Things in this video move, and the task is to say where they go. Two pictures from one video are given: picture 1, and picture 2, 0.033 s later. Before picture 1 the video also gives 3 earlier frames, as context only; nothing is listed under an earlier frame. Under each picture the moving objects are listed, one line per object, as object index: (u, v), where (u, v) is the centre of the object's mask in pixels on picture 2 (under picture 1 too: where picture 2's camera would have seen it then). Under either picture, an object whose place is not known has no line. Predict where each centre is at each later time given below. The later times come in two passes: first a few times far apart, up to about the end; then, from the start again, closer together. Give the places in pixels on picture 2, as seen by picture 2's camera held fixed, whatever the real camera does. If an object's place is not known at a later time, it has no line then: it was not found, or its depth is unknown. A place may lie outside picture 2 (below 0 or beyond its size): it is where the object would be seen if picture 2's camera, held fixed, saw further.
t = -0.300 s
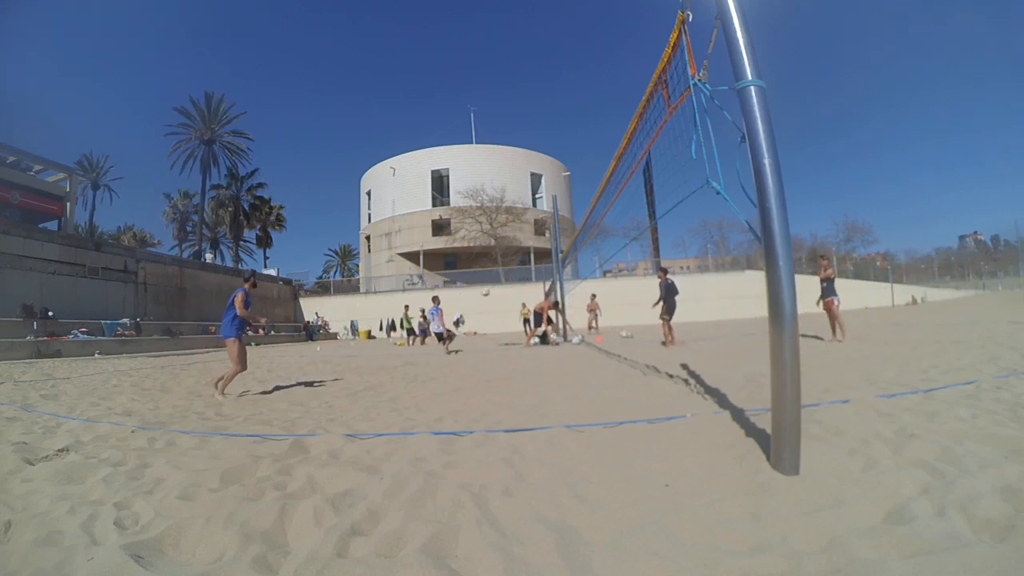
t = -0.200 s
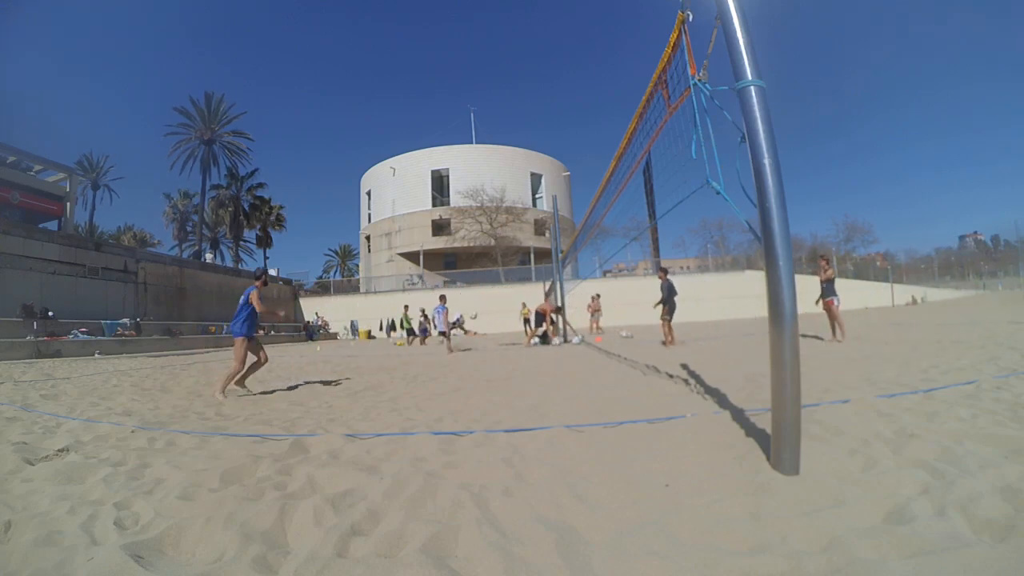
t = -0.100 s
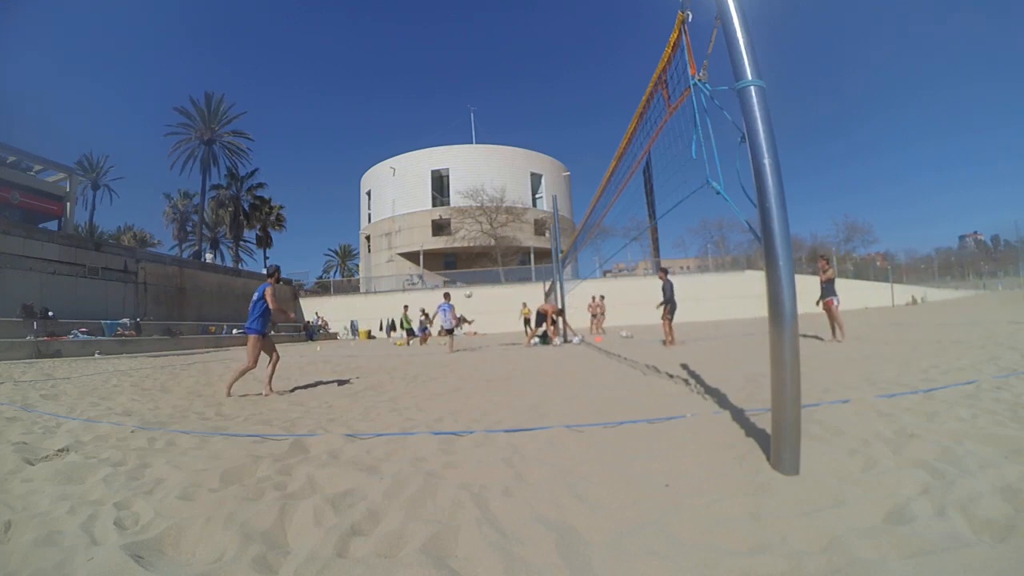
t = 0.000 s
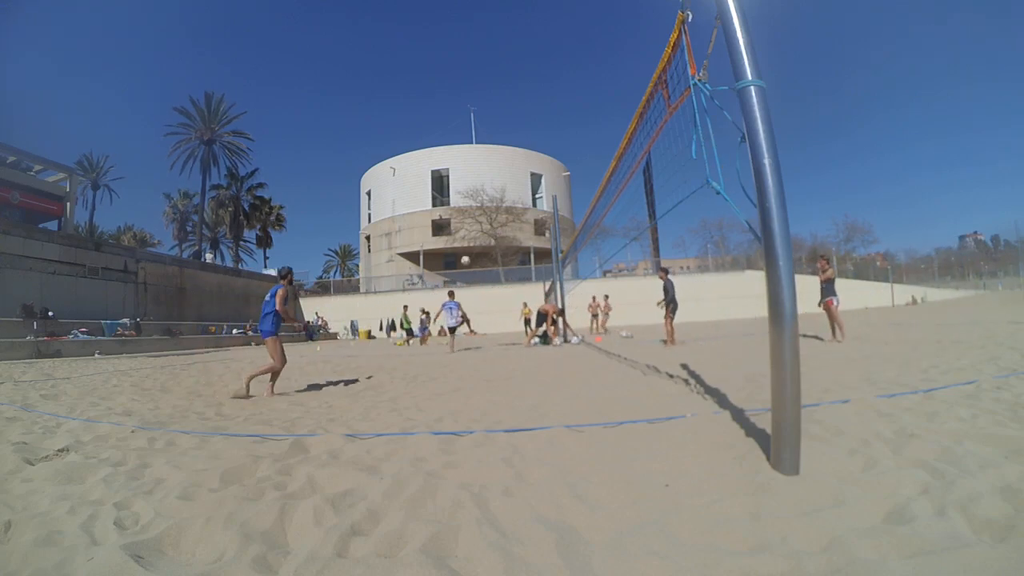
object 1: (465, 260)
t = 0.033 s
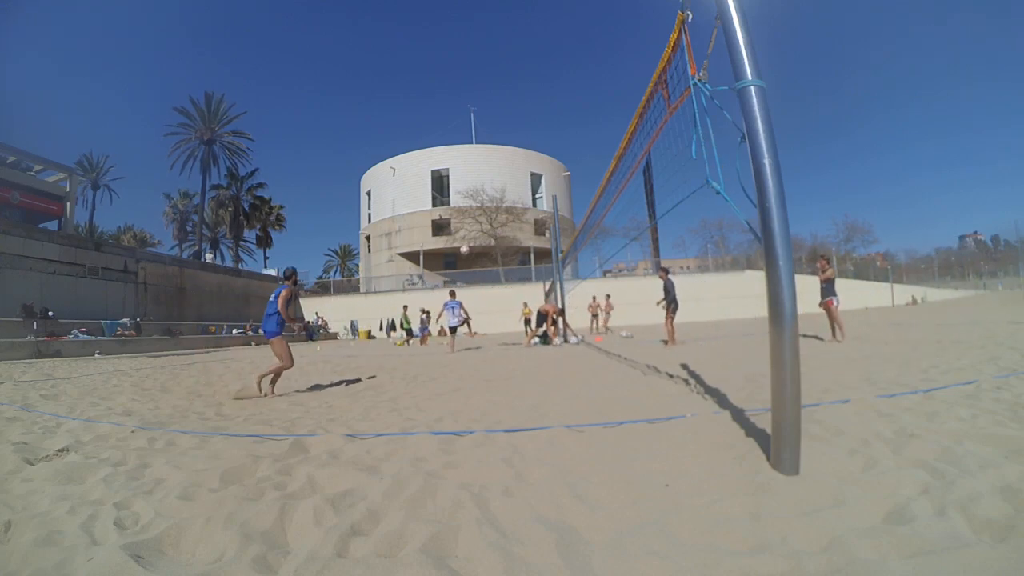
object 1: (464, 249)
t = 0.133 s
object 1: (461, 220)
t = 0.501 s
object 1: (451, 143)
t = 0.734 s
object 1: (445, 119)
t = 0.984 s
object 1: (438, 115)
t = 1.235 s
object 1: (430, 138)
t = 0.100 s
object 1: (463, 230)
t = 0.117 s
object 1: (462, 225)
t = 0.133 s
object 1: (461, 220)
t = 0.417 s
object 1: (454, 157)
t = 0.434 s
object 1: (454, 154)
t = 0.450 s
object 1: (453, 151)
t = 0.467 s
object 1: (452, 148)
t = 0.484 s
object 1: (452, 146)
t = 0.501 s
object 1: (451, 143)
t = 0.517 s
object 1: (451, 141)
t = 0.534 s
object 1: (451, 139)
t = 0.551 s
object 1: (450, 137)
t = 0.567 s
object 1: (449, 134)
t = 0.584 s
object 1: (449, 132)
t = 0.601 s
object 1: (449, 131)
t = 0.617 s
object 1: (448, 129)
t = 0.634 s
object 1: (448, 127)
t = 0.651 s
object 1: (447, 125)
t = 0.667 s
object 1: (447, 124)
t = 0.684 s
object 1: (446, 122)
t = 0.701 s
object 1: (446, 121)
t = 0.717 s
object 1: (445, 120)
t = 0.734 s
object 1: (445, 119)
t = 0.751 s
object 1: (444, 118)
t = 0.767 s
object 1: (444, 117)
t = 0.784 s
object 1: (443, 116)
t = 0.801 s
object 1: (443, 116)
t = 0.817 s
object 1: (443, 115)
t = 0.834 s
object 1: (442, 114)
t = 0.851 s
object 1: (442, 114)
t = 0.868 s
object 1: (441, 114)
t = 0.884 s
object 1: (441, 114)
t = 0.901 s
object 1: (440, 113)
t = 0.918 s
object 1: (440, 114)
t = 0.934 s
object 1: (439, 114)
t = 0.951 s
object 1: (439, 114)
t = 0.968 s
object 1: (438, 114)
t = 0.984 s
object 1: (438, 115)
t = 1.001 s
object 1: (437, 116)
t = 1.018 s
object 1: (436, 116)
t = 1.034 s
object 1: (436, 117)
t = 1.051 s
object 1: (435, 118)
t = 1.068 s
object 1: (435, 119)
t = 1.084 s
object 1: (435, 121)
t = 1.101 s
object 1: (434, 122)
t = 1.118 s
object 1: (434, 123)
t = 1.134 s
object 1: (433, 125)
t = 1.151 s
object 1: (433, 127)
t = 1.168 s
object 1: (432, 129)
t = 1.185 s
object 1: (432, 131)
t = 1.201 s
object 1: (431, 133)
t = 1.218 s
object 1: (431, 135)
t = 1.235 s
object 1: (430, 138)
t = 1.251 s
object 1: (429, 141)
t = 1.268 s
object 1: (429, 143)
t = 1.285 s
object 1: (428, 147)
